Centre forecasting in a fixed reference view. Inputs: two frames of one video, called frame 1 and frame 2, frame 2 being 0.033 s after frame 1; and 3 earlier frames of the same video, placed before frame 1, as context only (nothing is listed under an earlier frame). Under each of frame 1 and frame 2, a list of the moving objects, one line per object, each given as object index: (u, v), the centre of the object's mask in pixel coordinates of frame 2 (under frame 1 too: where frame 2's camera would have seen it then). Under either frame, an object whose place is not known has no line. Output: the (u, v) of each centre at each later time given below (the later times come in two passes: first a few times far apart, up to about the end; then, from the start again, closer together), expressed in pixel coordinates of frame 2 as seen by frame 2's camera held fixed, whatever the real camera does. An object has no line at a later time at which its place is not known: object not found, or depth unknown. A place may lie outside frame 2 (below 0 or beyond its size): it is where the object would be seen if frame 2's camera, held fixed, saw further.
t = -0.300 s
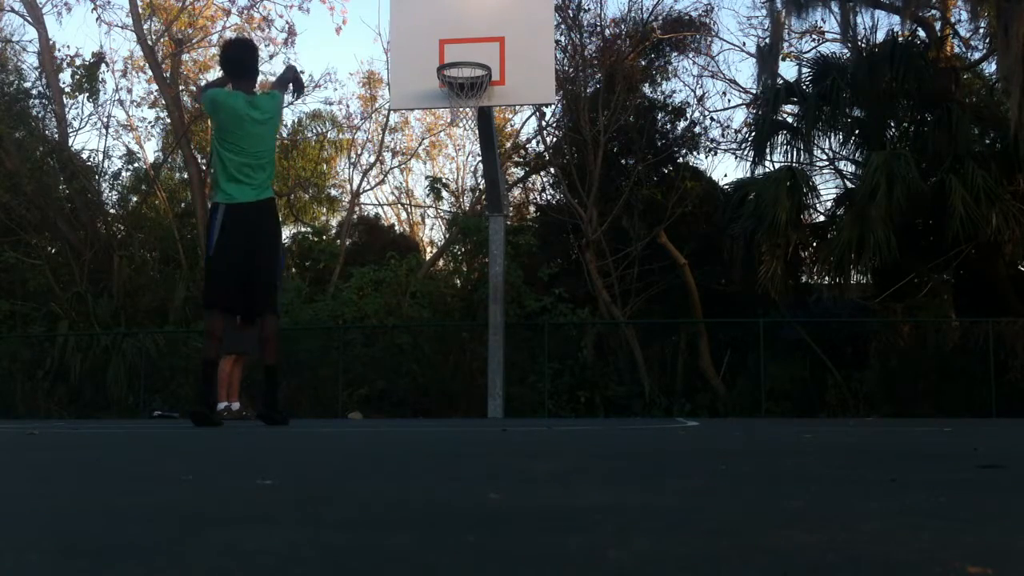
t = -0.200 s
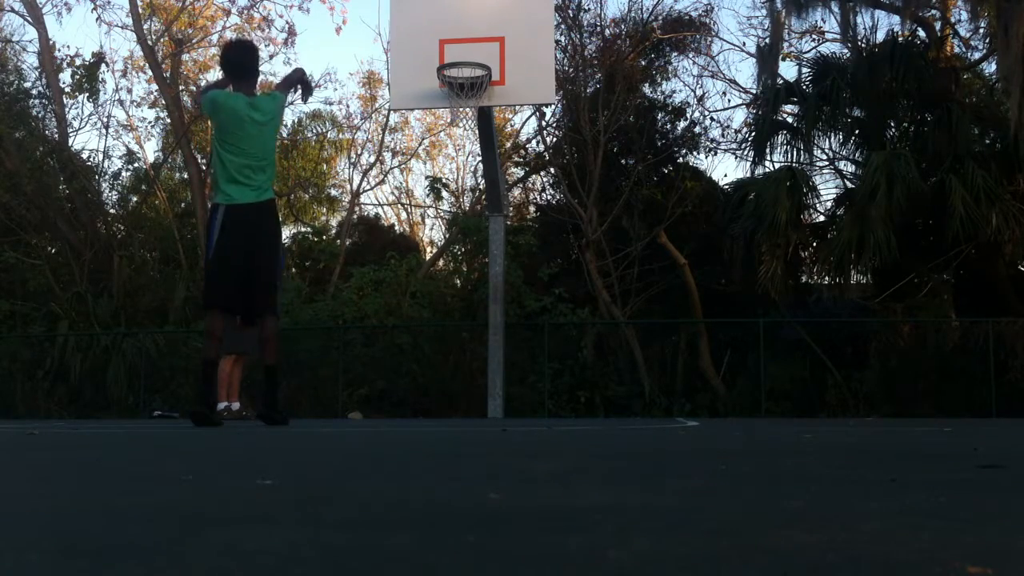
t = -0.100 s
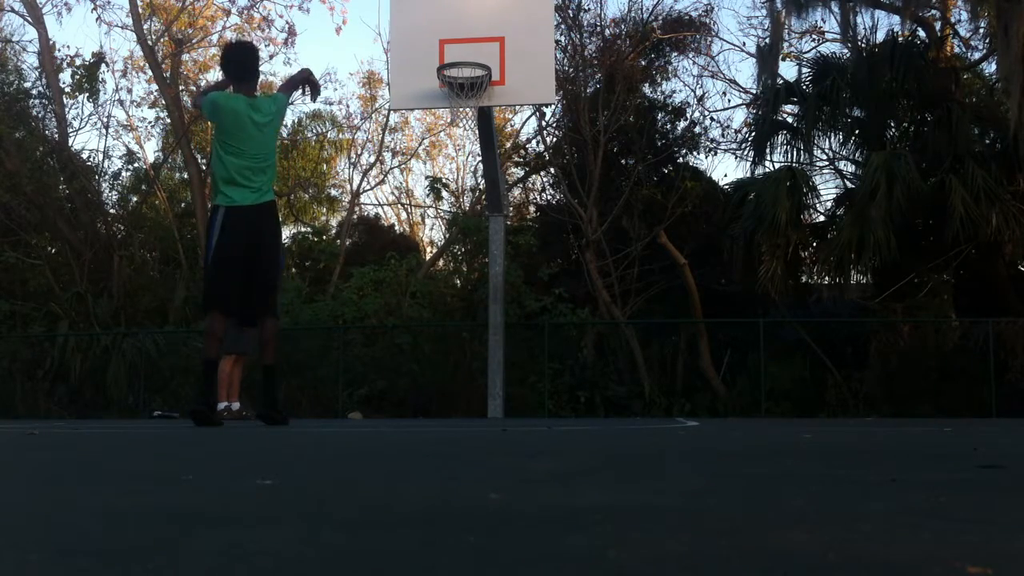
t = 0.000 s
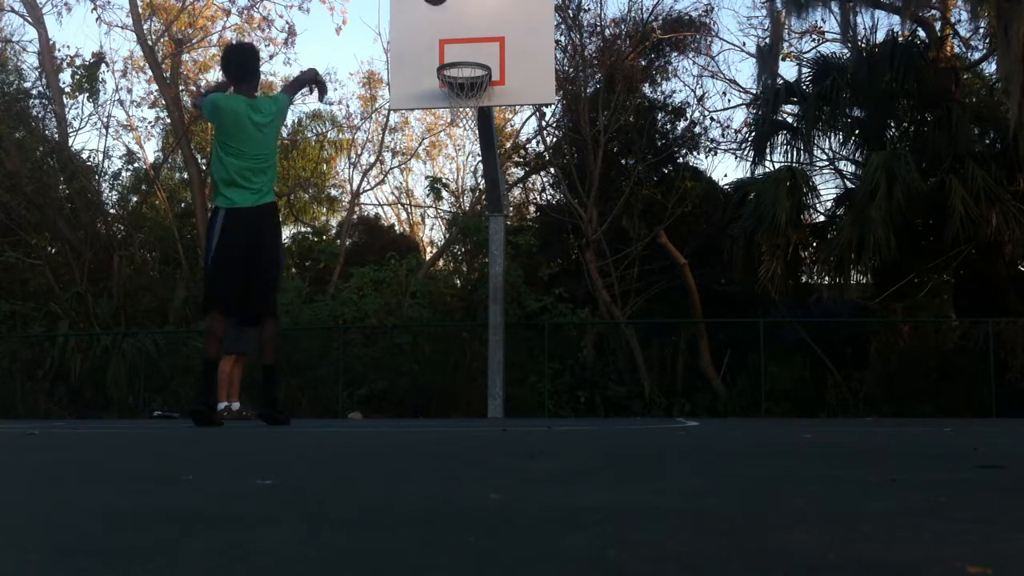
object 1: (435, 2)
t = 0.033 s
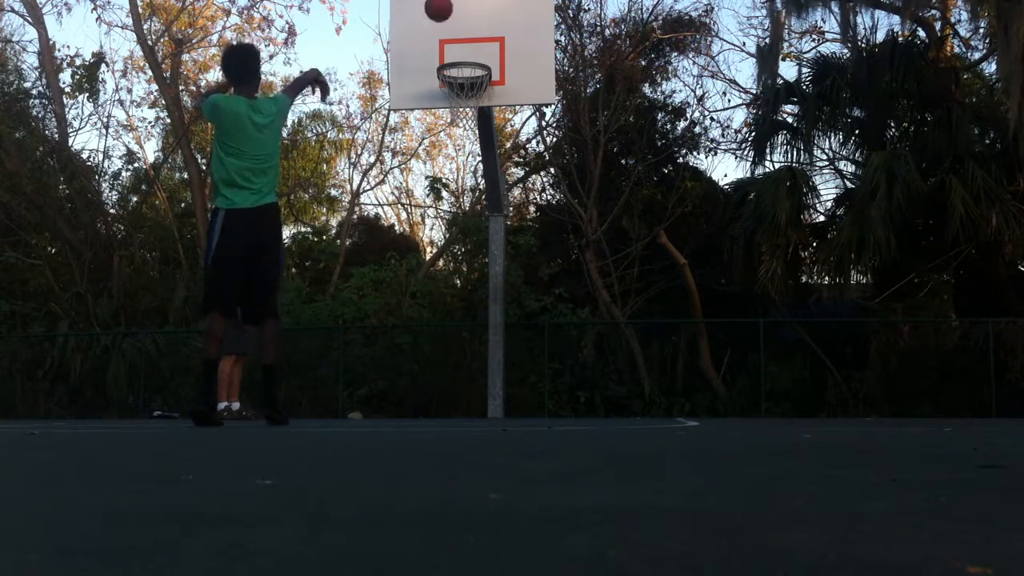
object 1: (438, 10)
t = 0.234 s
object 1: (460, 36)
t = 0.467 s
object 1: (468, 12)
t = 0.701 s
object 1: (465, 26)
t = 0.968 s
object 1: (459, 125)
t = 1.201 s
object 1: (448, 296)
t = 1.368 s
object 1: (443, 355)
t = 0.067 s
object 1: (442, 24)
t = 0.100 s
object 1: (446, 42)
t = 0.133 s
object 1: (449, 51)
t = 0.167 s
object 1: (452, 44)
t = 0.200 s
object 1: (456, 39)
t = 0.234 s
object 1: (460, 36)
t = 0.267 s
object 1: (463, 33)
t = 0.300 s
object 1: (466, 31)
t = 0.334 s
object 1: (469, 30)
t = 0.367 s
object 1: (468, 24)
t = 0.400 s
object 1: (468, 18)
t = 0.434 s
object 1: (468, 15)
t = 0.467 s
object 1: (468, 12)
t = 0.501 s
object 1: (467, 11)
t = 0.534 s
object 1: (467, 11)
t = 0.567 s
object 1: (466, 11)
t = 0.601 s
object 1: (466, 13)
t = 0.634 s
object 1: (465, 16)
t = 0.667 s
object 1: (465, 20)
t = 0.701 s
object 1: (465, 26)
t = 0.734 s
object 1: (464, 33)
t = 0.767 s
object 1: (463, 42)
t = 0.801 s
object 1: (463, 52)
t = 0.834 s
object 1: (462, 63)
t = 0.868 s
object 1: (461, 76)
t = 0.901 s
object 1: (460, 90)
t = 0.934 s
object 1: (460, 107)
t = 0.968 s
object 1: (459, 125)
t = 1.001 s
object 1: (458, 144)
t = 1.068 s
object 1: (455, 188)
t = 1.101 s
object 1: (454, 213)
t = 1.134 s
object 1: (453, 241)
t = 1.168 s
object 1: (451, 268)
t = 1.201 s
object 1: (448, 296)
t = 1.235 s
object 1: (448, 329)
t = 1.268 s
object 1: (447, 366)
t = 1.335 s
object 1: (443, 381)
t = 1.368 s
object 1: (443, 355)
